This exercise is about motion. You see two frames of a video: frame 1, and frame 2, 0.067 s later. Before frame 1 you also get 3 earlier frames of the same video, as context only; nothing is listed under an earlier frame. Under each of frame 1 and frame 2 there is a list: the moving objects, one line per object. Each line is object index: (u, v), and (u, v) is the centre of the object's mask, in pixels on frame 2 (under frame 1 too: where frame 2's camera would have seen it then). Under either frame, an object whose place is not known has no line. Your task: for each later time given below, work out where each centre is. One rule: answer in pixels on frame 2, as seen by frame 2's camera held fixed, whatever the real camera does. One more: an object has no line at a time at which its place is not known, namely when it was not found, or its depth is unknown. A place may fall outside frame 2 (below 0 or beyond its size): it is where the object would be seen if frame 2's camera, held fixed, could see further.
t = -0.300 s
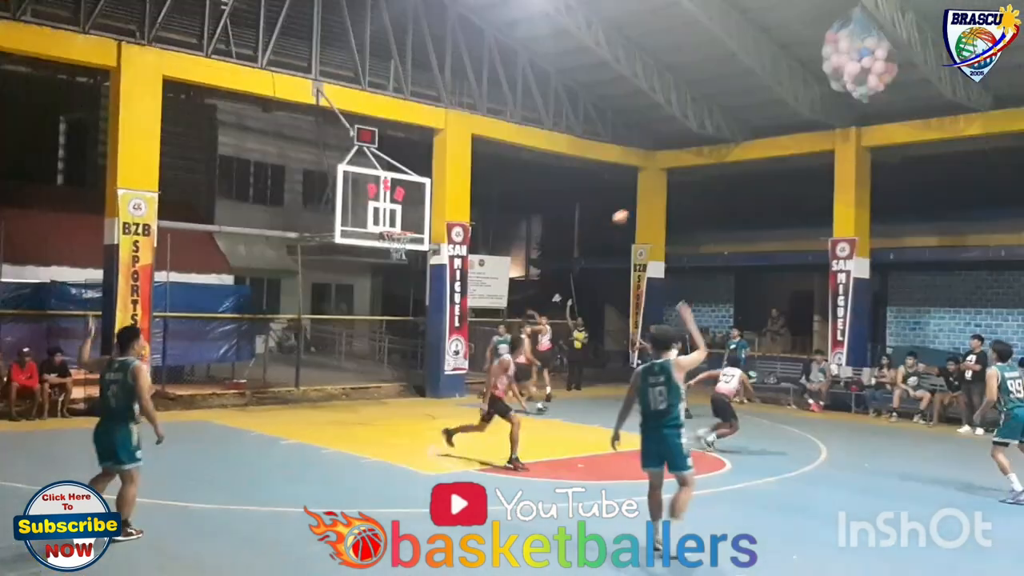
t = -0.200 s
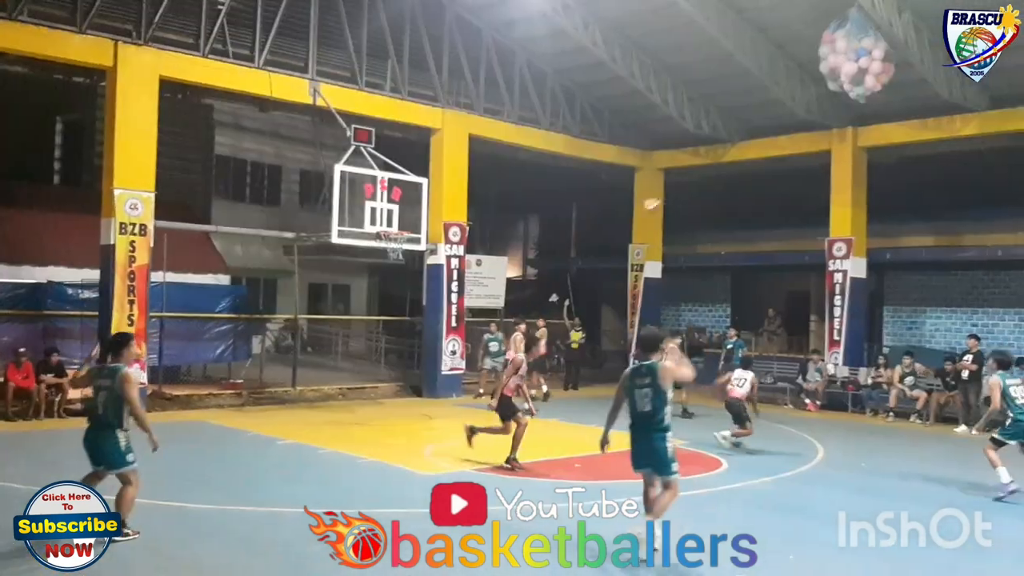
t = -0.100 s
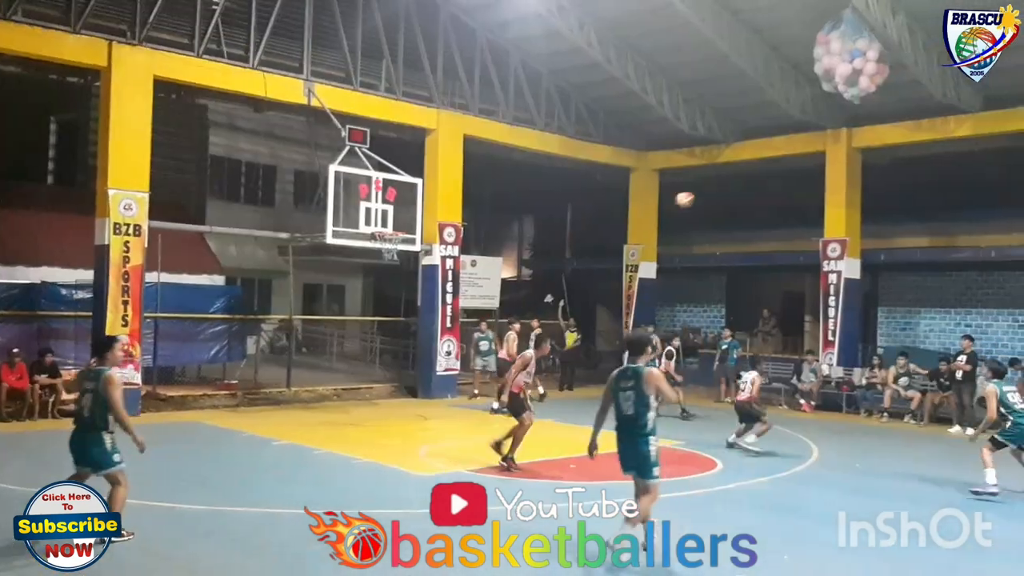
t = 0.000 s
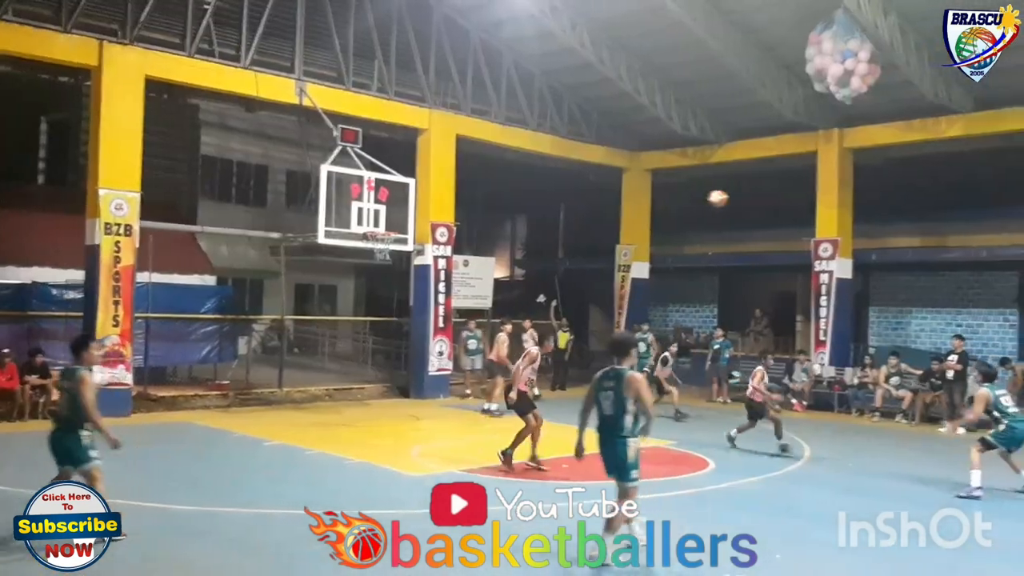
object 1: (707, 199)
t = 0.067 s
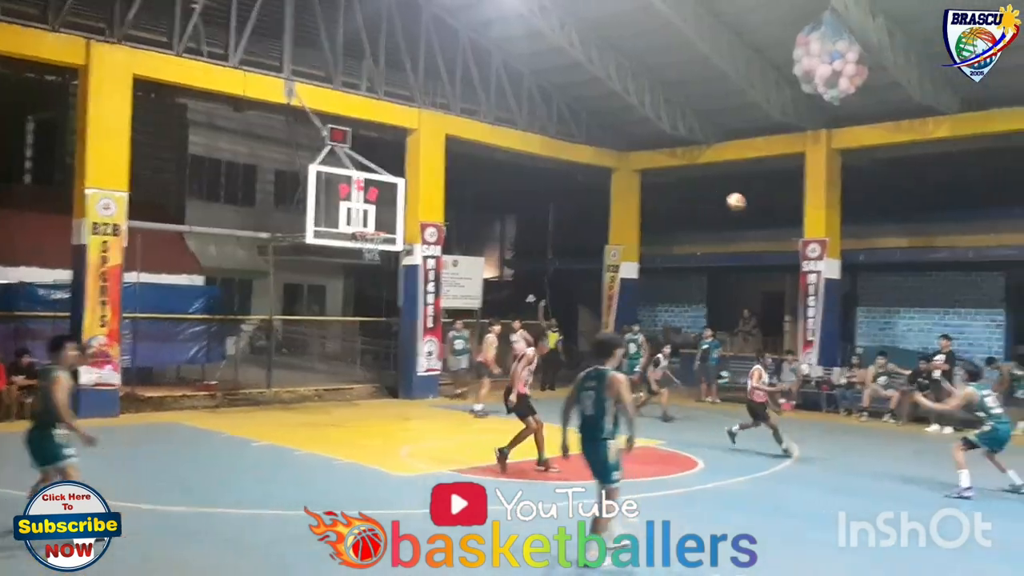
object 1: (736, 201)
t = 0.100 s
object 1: (751, 204)
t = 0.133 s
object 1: (767, 208)
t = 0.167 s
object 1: (783, 213)
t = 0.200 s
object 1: (799, 218)
